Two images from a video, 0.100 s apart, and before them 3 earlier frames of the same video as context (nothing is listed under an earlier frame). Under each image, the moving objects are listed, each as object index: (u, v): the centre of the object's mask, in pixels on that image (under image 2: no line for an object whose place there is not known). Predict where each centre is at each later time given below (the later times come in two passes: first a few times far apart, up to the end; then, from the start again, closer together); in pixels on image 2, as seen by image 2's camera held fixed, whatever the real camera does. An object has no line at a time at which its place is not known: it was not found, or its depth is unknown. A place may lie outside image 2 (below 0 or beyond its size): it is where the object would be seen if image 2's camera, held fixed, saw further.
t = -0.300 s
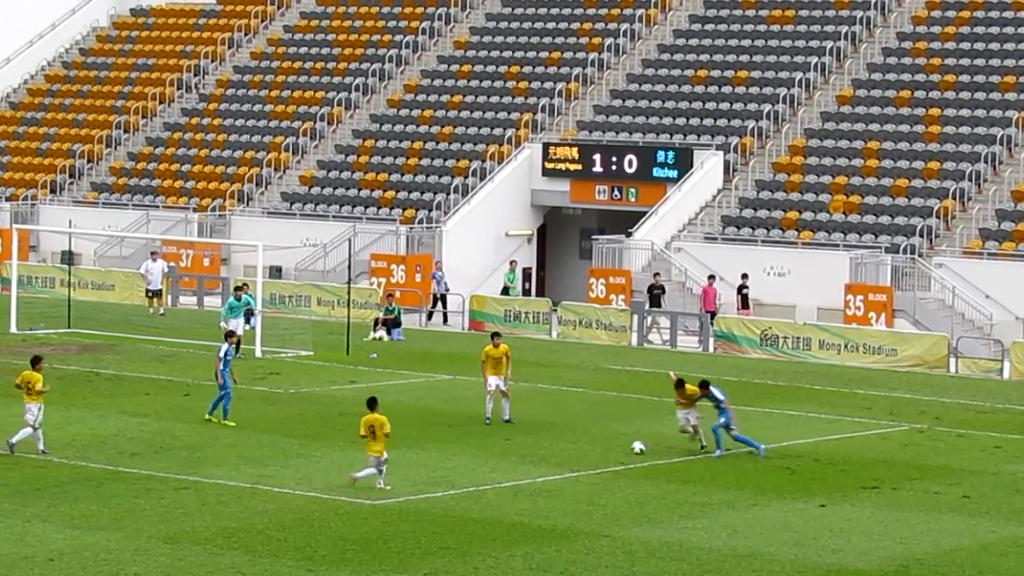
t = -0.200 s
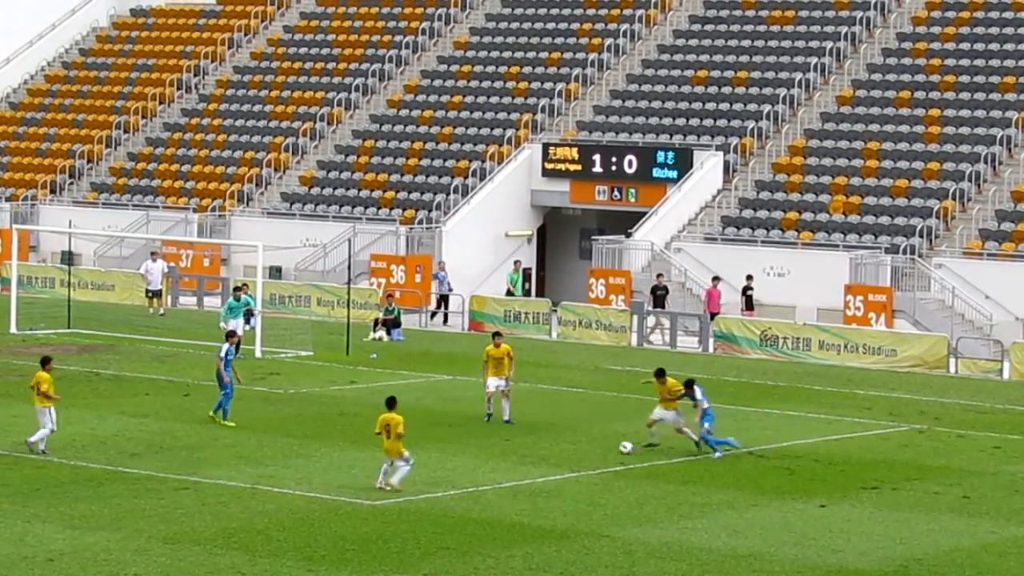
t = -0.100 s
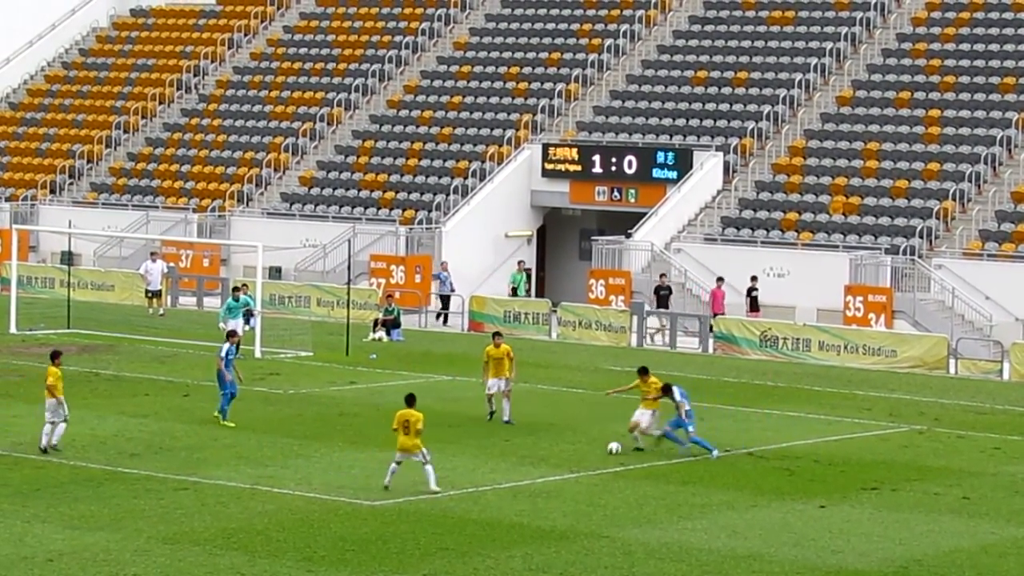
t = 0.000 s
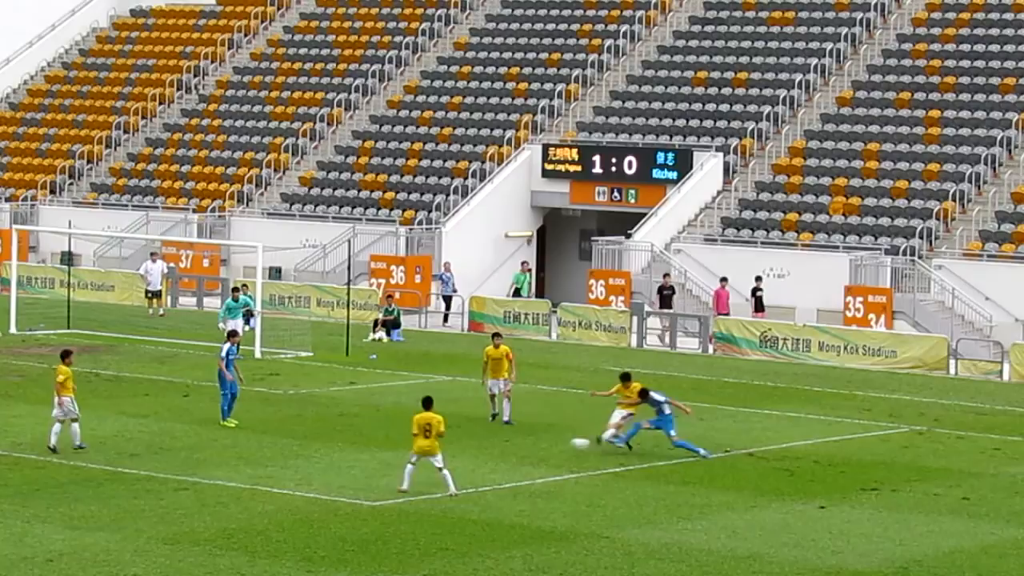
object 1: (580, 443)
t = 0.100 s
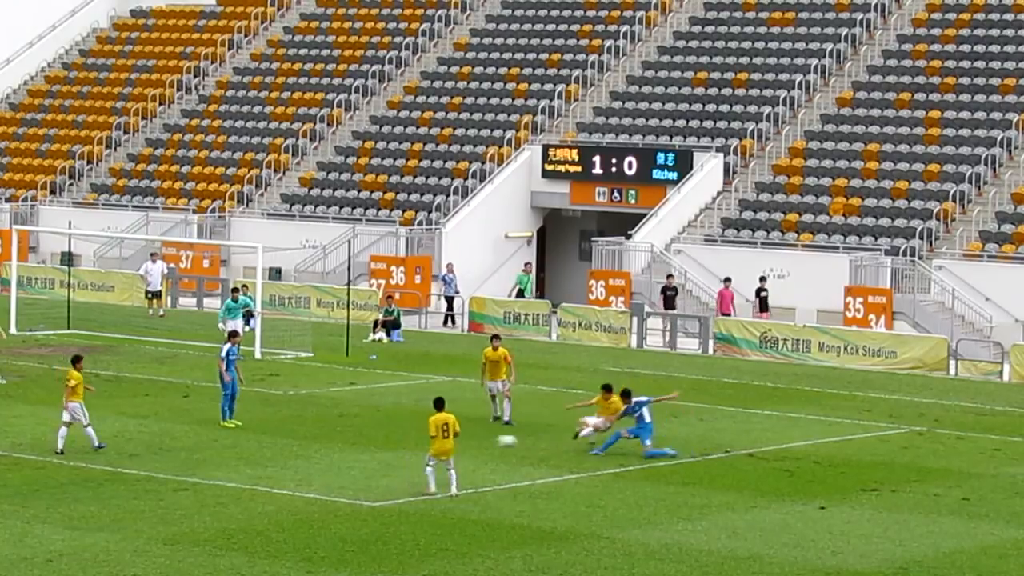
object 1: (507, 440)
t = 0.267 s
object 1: (381, 450)
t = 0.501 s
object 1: (211, 472)
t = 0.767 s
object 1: (17, 498)
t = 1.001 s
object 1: (-140, 506)
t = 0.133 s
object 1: (482, 440)
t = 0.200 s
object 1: (432, 444)
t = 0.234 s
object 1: (406, 447)
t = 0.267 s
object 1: (381, 450)
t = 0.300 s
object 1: (355, 455)
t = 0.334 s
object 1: (330, 463)
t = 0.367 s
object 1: (304, 470)
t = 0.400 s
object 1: (279, 474)
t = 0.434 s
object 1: (255, 473)
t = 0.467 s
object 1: (235, 472)
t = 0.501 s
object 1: (211, 472)
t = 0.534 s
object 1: (187, 472)
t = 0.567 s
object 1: (165, 474)
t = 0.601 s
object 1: (140, 476)
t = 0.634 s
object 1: (115, 478)
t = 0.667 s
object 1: (91, 484)
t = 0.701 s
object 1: (66, 489)
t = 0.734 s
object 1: (41, 495)
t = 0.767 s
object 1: (17, 498)
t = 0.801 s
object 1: (-5, 496)
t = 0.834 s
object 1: (-27, 495)
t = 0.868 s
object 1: (-49, 496)
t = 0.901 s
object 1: (-71, 497)
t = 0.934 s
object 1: (-94, 499)
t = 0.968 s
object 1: (-117, 502)
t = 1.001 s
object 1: (-140, 506)
